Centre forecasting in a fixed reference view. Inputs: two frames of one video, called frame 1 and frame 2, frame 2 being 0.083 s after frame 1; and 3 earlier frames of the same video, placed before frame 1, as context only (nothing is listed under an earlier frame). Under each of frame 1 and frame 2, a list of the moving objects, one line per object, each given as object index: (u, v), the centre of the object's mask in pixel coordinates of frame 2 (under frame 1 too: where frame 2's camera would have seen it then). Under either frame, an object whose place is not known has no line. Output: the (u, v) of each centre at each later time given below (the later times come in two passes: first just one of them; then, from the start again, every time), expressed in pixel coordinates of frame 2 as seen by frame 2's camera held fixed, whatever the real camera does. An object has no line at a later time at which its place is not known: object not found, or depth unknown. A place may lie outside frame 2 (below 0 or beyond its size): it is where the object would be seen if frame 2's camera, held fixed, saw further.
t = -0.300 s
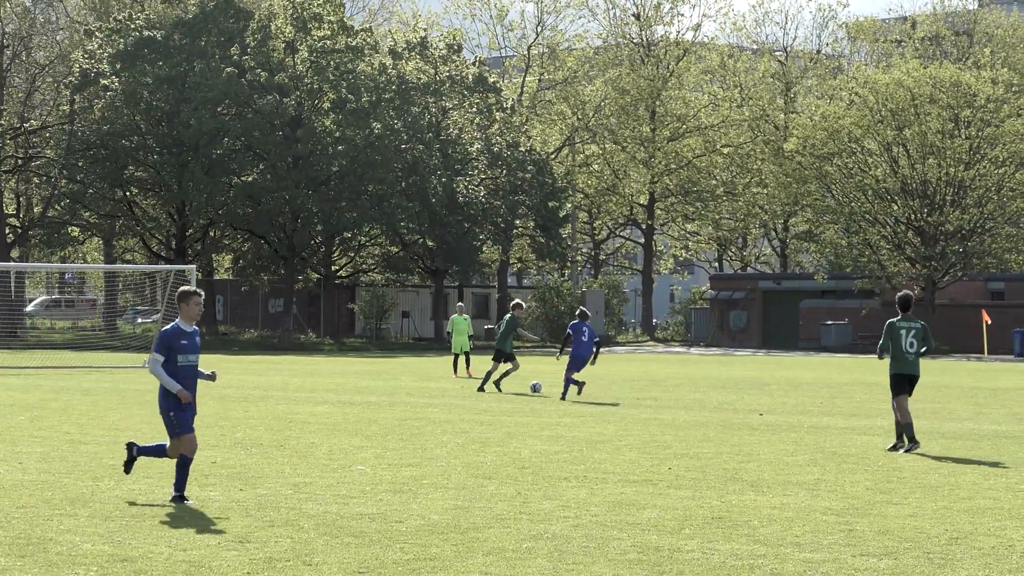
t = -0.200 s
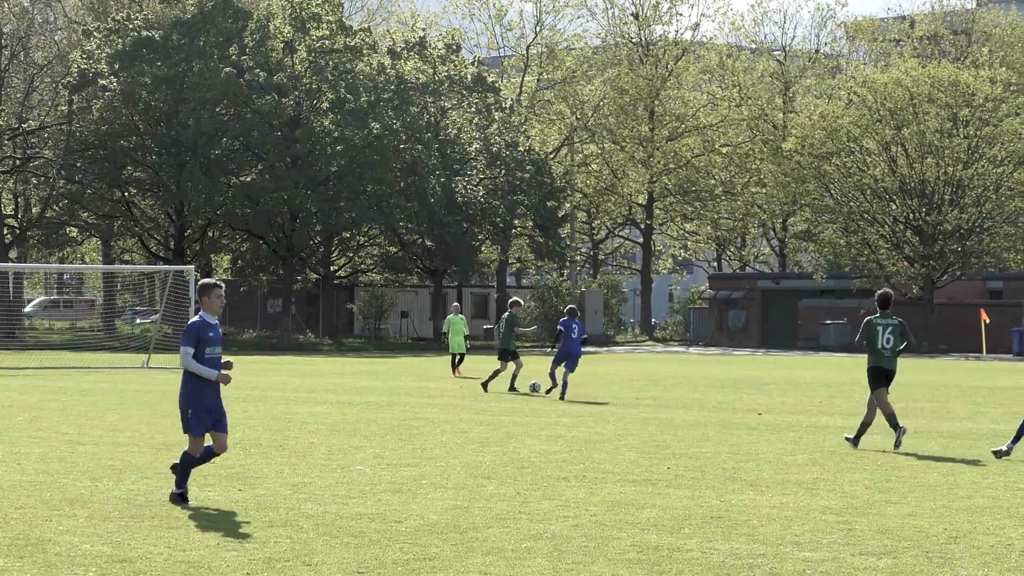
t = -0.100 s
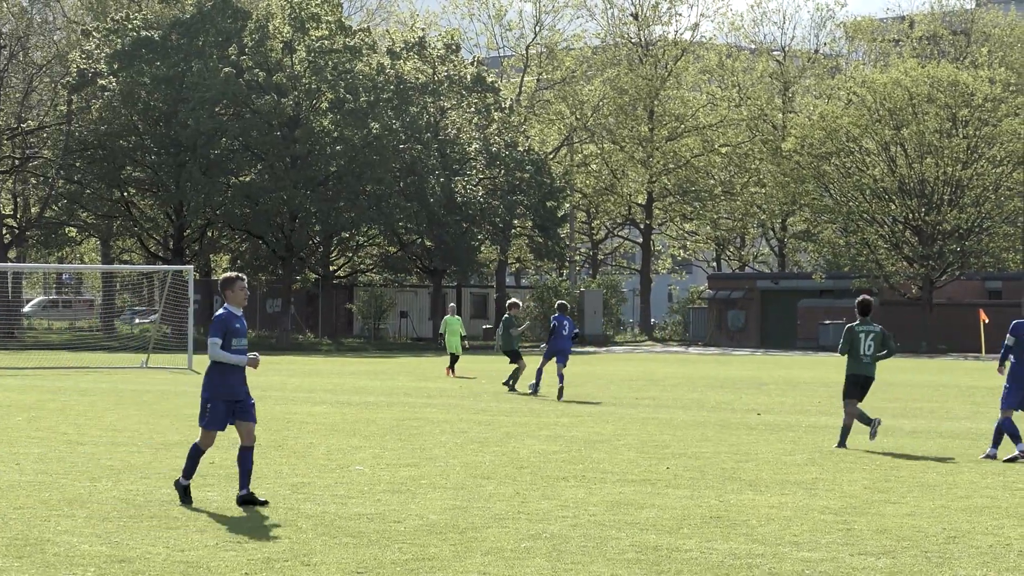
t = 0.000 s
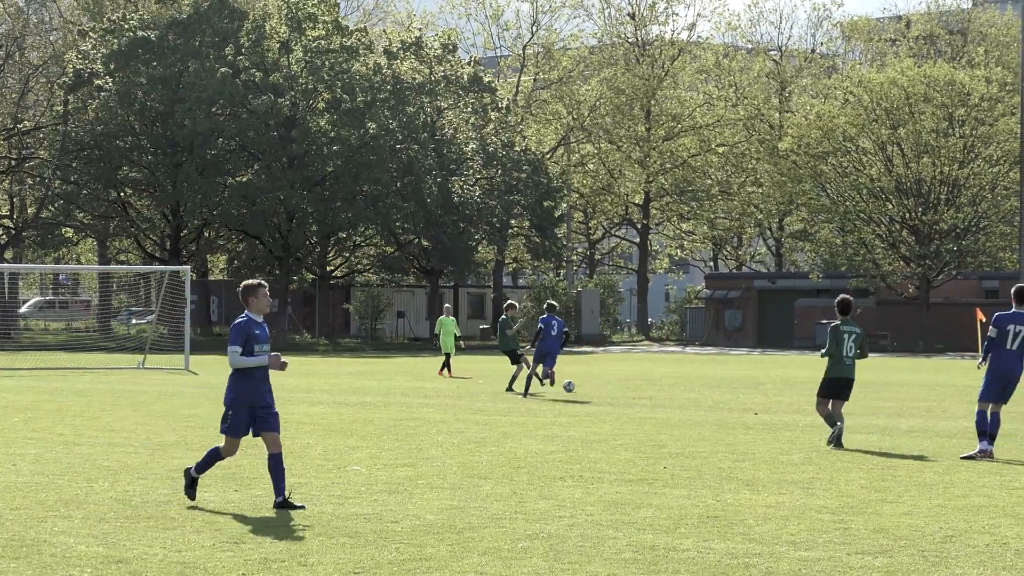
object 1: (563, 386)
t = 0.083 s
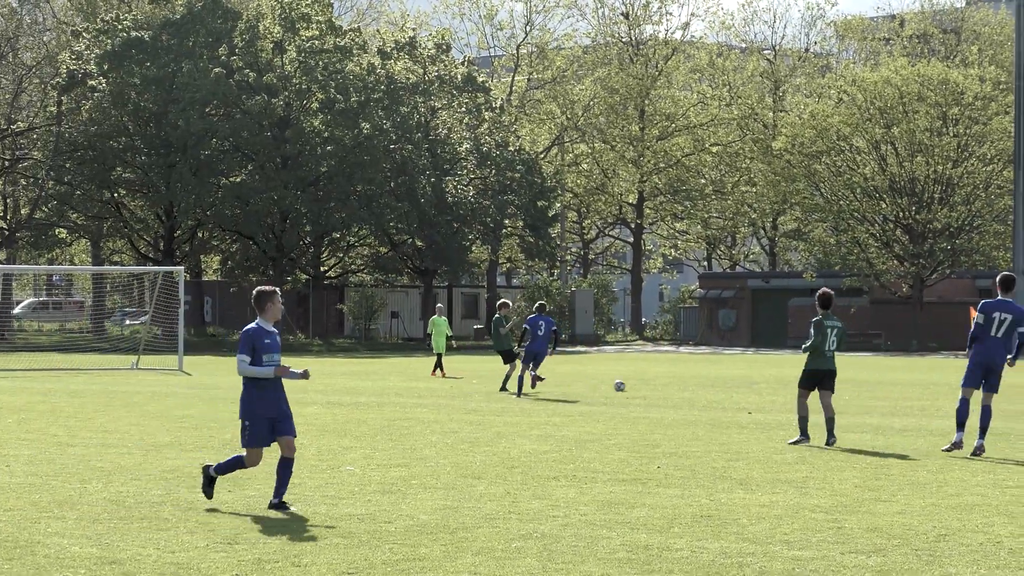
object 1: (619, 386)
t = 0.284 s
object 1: (739, 384)
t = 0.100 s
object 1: (631, 386)
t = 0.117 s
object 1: (641, 385)
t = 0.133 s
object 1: (651, 385)
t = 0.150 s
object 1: (661, 385)
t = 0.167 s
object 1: (671, 385)
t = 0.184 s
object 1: (681, 385)
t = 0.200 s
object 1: (691, 384)
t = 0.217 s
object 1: (701, 384)
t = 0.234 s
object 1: (711, 384)
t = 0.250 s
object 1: (720, 384)
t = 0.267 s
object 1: (730, 384)
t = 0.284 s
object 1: (739, 384)
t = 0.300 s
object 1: (748, 384)
